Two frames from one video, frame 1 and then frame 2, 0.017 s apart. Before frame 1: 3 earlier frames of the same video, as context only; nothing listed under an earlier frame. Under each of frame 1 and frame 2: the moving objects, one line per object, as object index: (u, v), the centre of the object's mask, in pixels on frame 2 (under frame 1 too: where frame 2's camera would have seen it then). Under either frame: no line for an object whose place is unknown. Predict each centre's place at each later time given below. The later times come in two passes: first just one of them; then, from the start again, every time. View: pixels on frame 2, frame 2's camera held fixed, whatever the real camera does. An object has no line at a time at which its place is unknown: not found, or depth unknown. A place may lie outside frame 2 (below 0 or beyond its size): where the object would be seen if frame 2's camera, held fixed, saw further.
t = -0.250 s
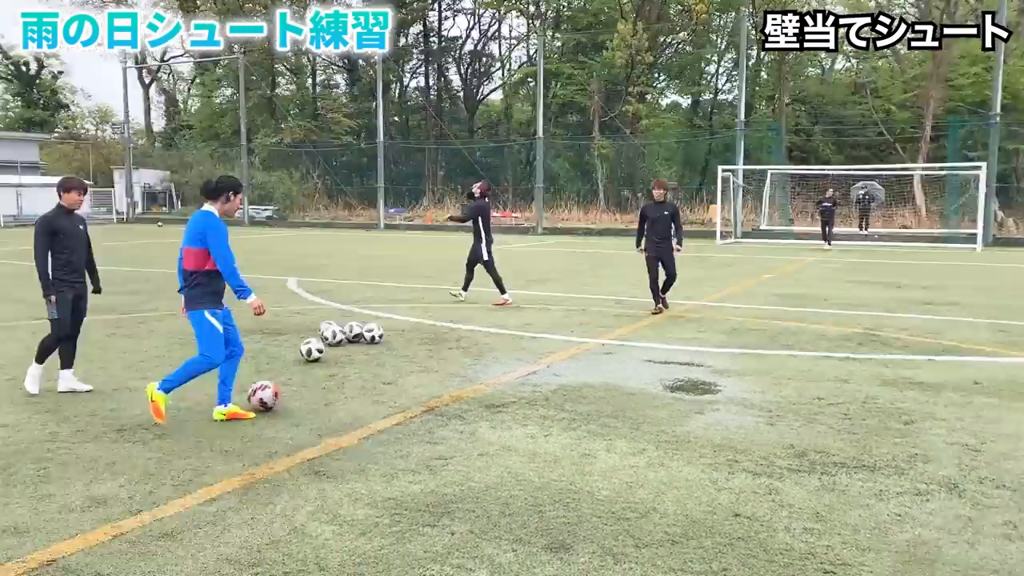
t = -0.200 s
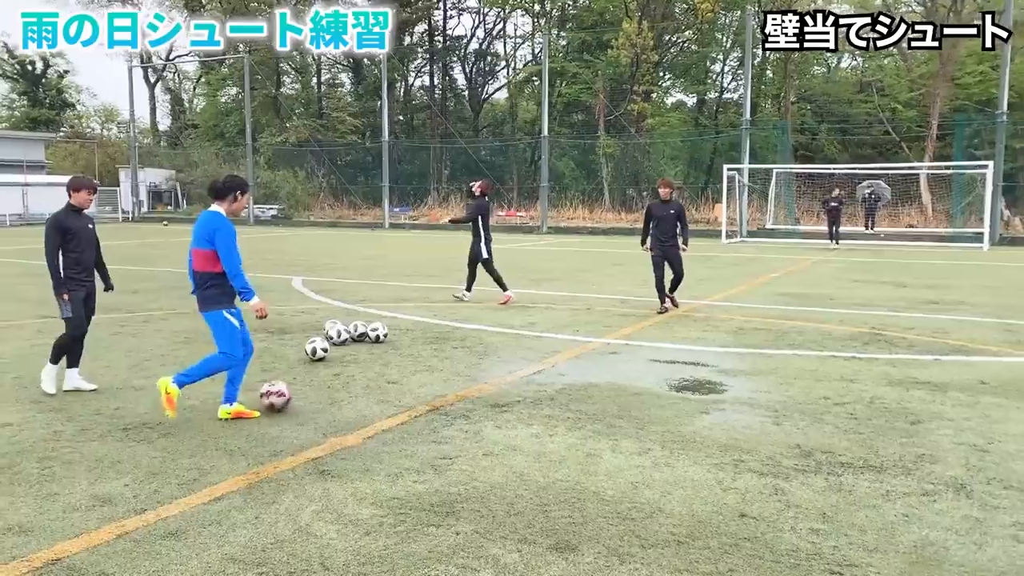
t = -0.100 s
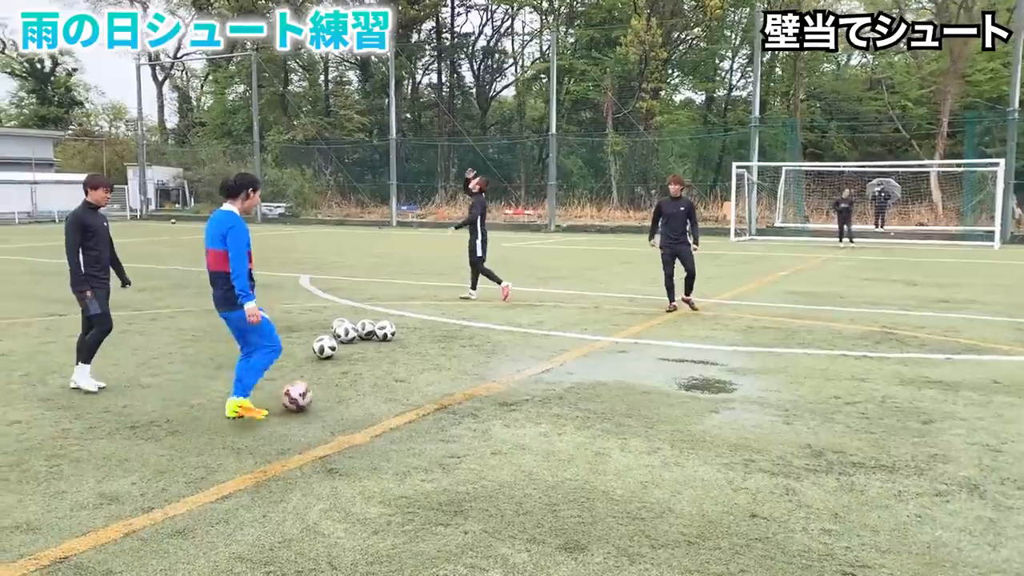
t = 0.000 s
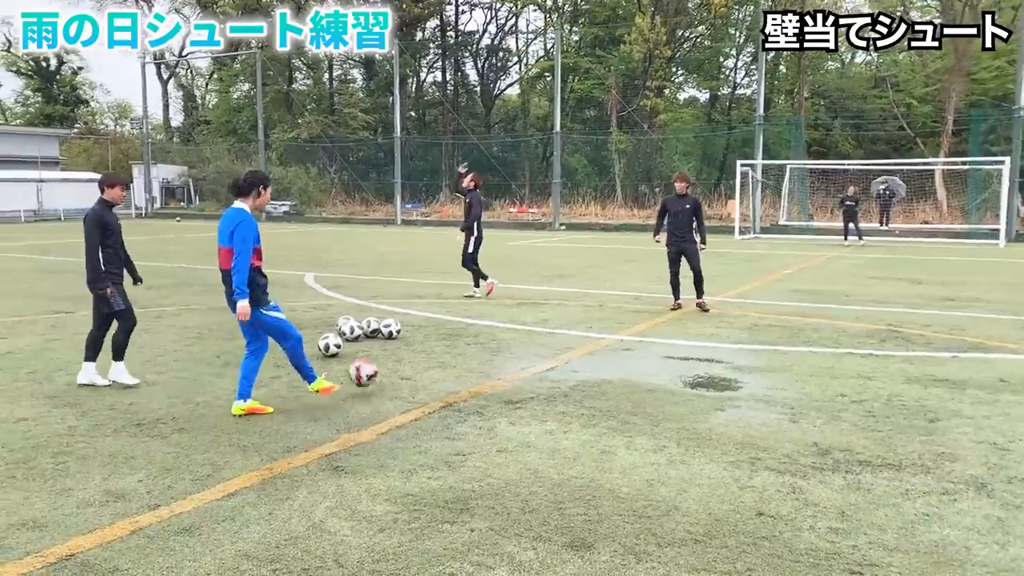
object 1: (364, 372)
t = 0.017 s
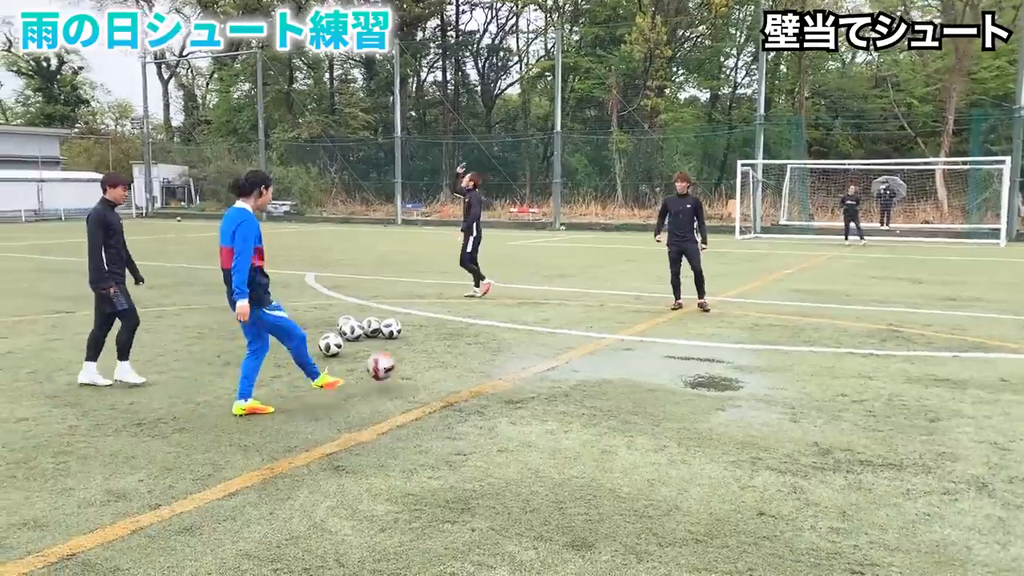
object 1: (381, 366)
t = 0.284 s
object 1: (571, 332)
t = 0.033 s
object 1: (396, 360)
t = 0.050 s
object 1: (412, 355)
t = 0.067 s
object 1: (426, 351)
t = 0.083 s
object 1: (440, 347)
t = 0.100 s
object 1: (453, 343)
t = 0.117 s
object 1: (466, 340)
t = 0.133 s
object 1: (479, 338)
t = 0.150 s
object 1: (491, 336)
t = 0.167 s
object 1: (502, 334)
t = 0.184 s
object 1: (513, 333)
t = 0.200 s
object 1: (523, 332)
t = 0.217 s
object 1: (534, 331)
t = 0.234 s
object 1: (544, 331)
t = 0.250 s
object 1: (553, 331)
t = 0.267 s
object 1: (562, 331)
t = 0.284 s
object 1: (571, 332)
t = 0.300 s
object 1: (579, 328)
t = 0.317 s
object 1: (587, 326)
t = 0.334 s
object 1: (594, 323)
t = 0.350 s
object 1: (601, 320)
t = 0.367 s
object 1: (608, 317)
